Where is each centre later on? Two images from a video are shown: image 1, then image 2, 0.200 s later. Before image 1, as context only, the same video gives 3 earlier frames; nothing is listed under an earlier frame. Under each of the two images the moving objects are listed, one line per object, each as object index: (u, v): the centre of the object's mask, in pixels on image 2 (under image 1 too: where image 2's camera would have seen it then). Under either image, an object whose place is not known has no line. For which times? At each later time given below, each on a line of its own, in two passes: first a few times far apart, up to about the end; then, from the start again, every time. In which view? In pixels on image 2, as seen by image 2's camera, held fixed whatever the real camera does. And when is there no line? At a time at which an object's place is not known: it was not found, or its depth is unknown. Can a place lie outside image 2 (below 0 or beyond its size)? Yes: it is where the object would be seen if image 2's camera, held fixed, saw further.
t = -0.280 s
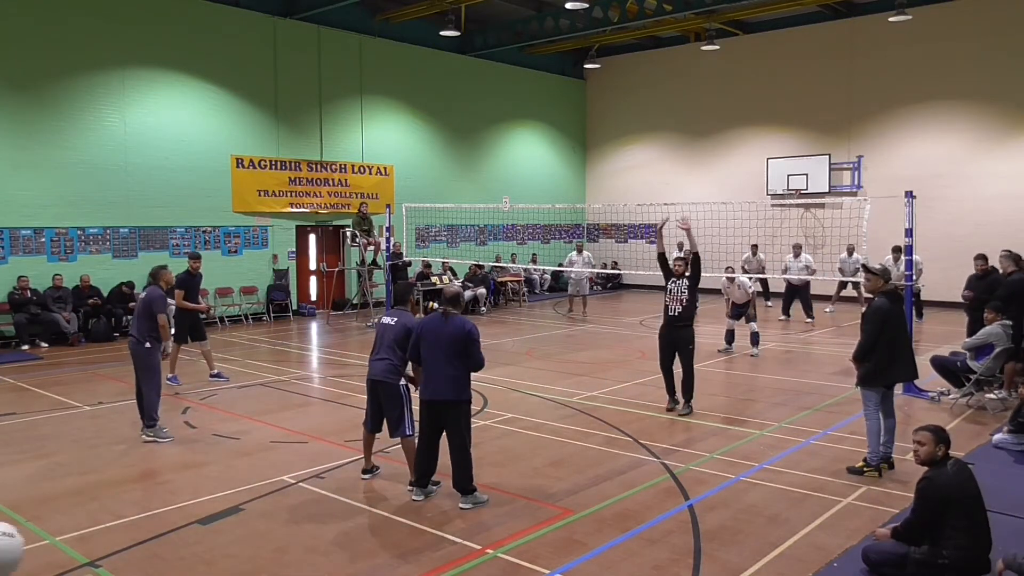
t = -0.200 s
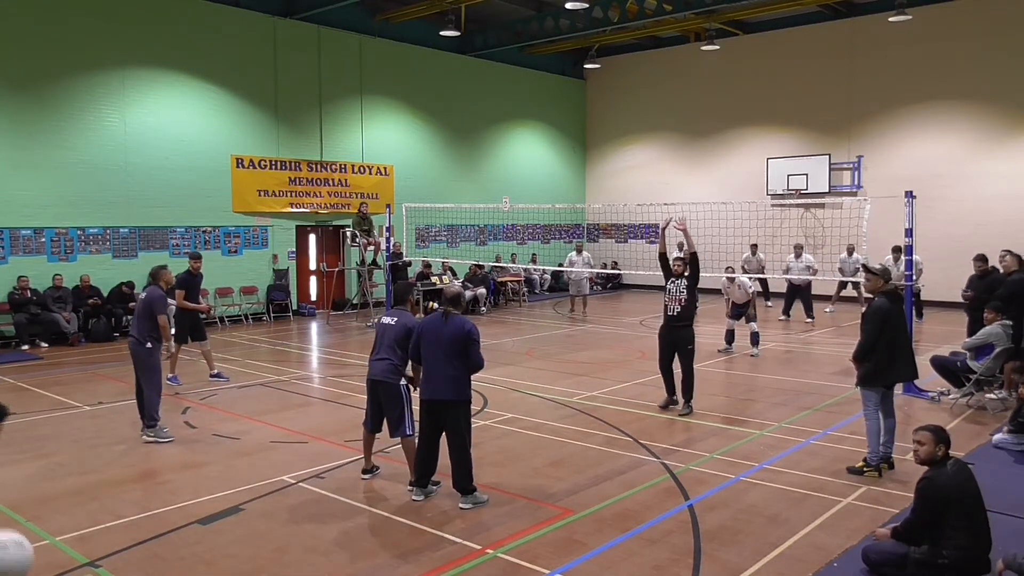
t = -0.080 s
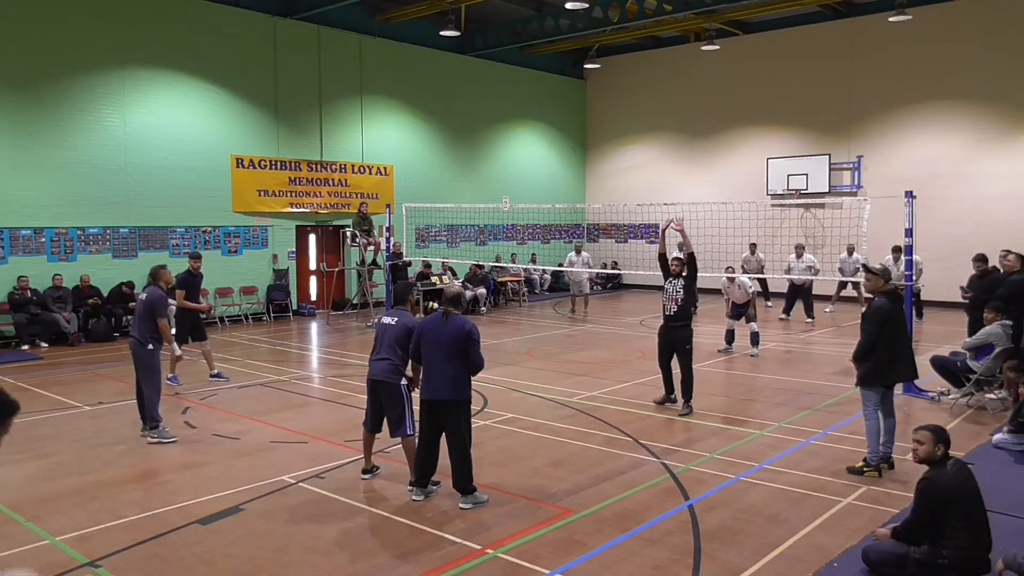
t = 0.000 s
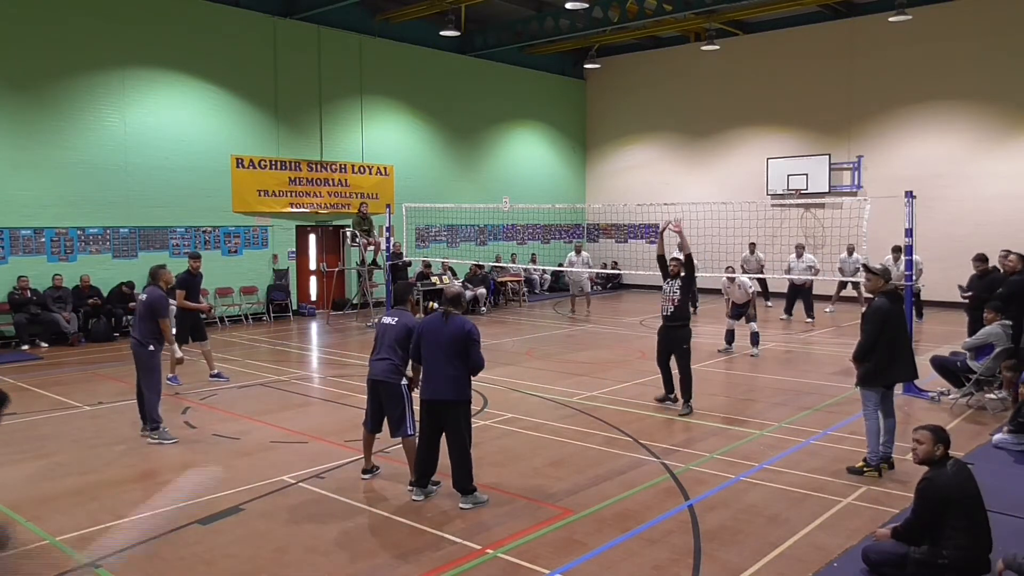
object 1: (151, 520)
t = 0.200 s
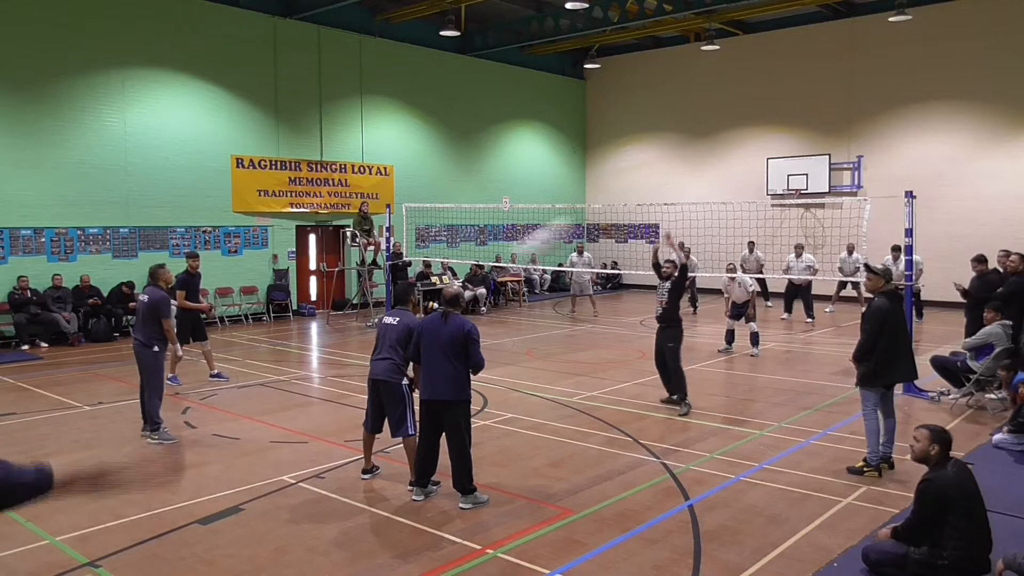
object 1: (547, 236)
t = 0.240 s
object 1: (590, 212)
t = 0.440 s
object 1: (735, 143)
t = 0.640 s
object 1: (817, 131)
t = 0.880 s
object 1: (873, 160)
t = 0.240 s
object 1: (590, 212)
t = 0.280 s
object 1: (627, 193)
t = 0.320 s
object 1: (660, 176)
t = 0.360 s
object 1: (689, 161)
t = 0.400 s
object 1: (714, 151)
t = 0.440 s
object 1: (735, 143)
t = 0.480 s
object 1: (756, 137)
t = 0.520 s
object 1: (773, 133)
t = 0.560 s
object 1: (789, 132)
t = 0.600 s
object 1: (803, 131)
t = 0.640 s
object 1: (817, 131)
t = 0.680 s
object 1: (829, 134)
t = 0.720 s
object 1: (839, 137)
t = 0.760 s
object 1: (849, 142)
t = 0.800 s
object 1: (858, 147)
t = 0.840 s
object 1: (867, 154)
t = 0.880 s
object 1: (873, 160)
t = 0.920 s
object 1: (879, 168)
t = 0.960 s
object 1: (885, 176)
